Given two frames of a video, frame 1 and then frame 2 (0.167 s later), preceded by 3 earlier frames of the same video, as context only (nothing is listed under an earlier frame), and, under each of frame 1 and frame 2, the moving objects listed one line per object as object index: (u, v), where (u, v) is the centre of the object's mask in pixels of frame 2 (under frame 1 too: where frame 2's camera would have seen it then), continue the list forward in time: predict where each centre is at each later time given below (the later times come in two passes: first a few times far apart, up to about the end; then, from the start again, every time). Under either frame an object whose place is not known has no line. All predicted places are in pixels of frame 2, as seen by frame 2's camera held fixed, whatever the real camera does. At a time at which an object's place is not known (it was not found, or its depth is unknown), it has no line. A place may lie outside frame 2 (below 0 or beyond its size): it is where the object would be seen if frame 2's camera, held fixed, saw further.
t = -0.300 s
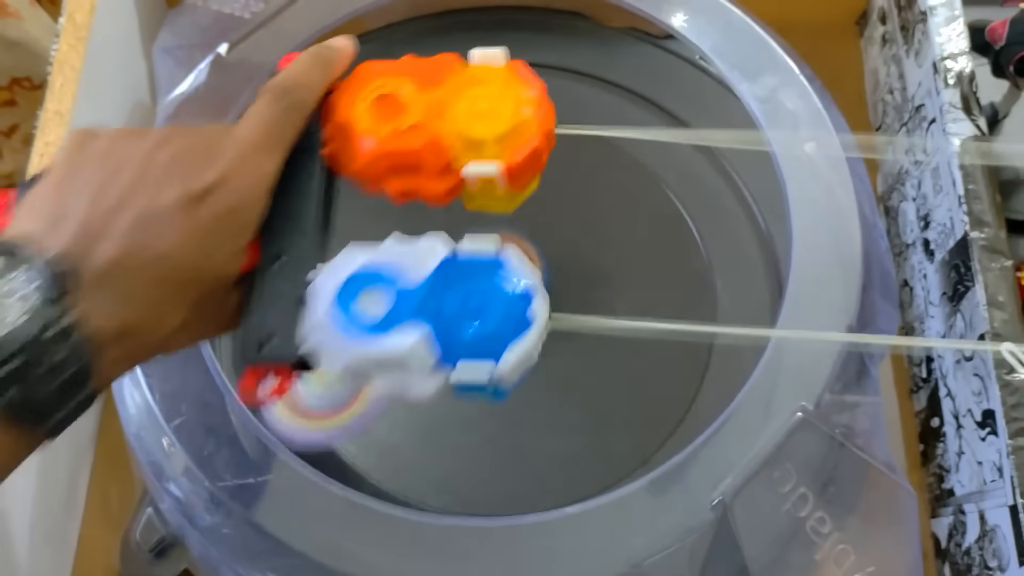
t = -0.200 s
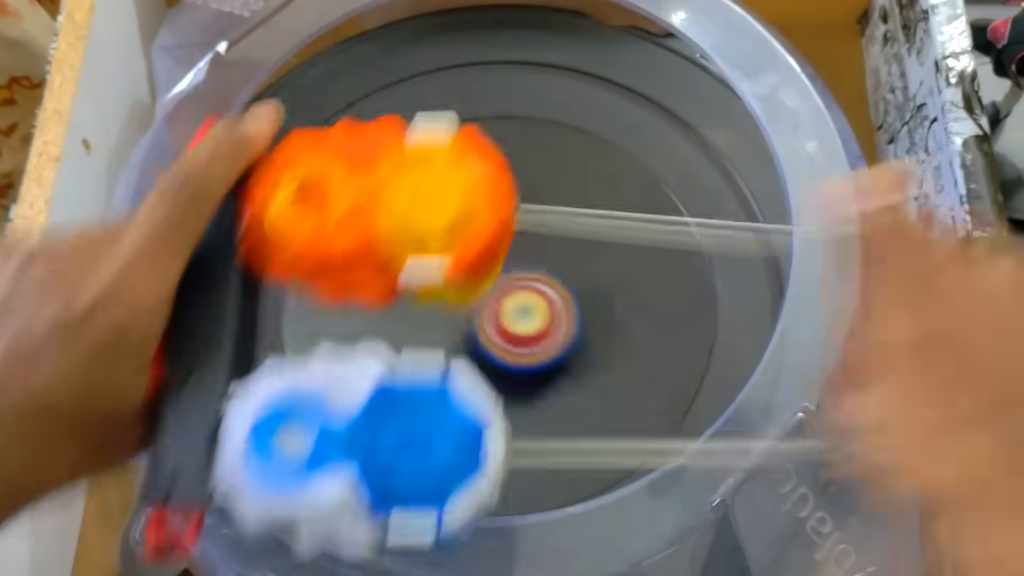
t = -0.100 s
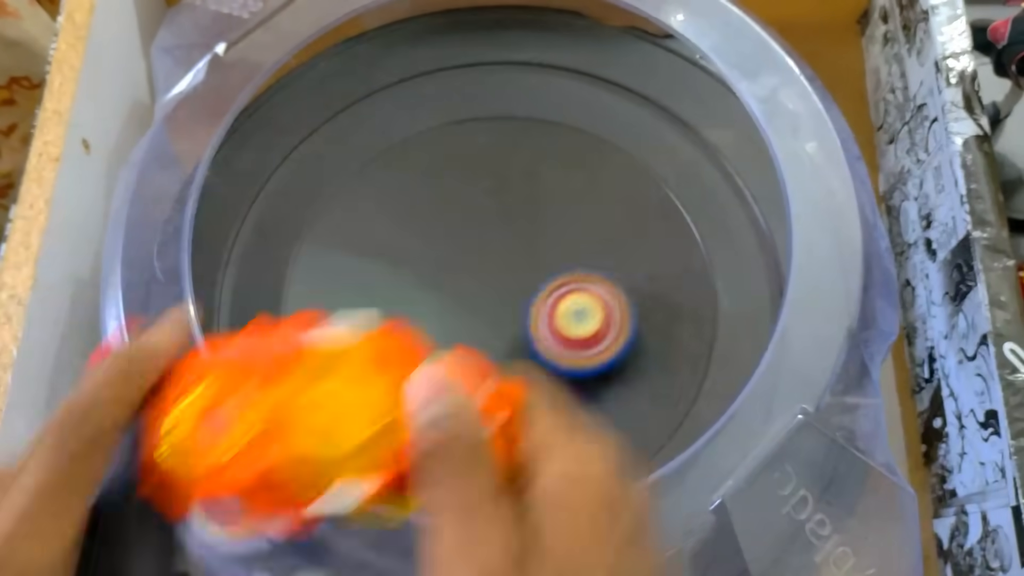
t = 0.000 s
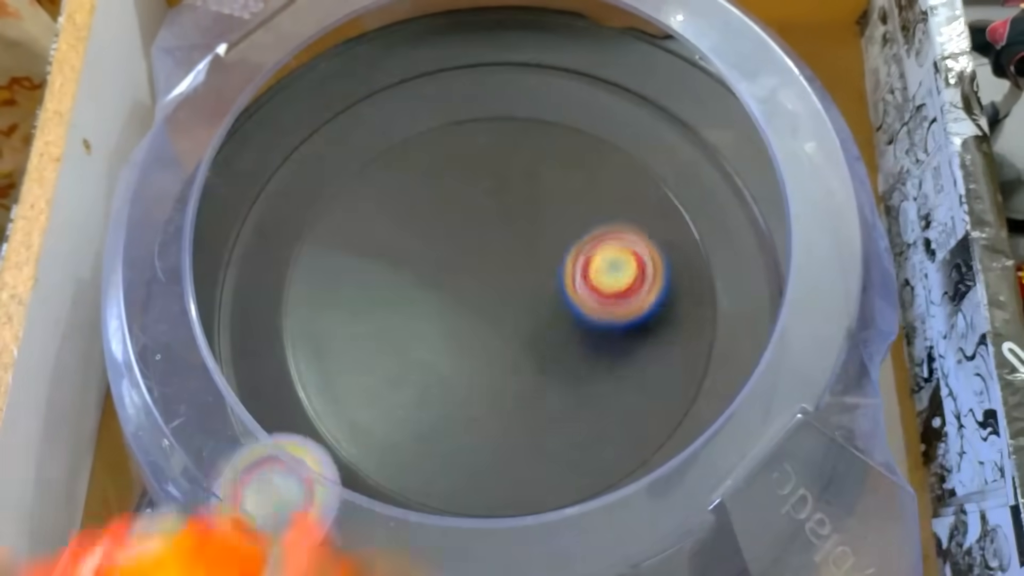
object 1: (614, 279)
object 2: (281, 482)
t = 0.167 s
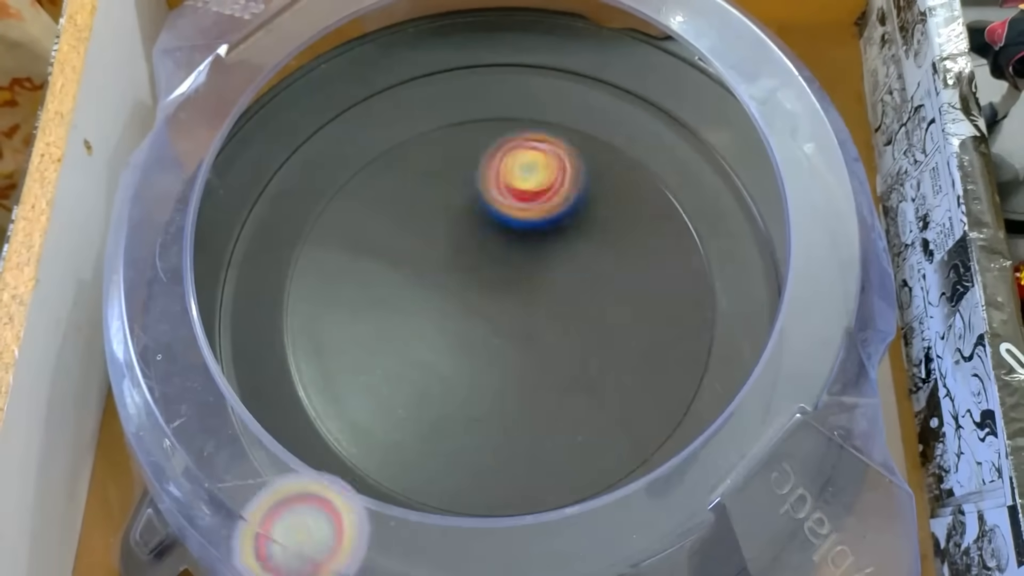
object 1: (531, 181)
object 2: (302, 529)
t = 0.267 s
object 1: (430, 199)
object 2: (323, 538)
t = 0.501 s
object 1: (372, 418)
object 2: (361, 548)
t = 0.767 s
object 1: (674, 429)
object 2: (351, 540)
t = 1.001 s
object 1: (742, 338)
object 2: (301, 526)
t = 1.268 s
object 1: (732, 284)
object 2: (246, 475)
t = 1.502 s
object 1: (586, 209)
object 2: (205, 411)
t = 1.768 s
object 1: (305, 300)
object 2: (189, 345)
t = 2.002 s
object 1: (439, 529)
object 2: (238, 302)
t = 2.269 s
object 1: (569, 539)
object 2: (321, 285)
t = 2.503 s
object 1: (605, 521)
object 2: (523, 328)
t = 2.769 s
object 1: (611, 407)
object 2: (576, 216)
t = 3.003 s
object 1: (570, 241)
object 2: (371, 138)
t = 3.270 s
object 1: (395, 297)
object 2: (235, 147)
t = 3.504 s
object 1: (449, 454)
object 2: (278, 123)
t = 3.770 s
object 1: (613, 272)
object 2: (334, 78)
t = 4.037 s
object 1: (398, 187)
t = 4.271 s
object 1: (335, 408)
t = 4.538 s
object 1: (586, 433)
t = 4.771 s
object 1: (691, 215)
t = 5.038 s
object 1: (620, 87)
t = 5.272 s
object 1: (503, 58)
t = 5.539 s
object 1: (438, 120)
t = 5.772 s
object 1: (355, 286)
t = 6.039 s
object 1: (510, 425)
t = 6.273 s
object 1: (614, 287)
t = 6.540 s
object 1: (457, 191)
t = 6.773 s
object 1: (380, 319)
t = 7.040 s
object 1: (540, 389)
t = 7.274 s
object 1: (595, 259)
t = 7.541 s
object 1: (507, 183)
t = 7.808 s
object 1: (426, 317)
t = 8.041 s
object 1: (530, 388)
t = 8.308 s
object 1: (568, 426)
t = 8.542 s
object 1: (531, 315)
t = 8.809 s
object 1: (387, 287)
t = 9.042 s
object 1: (317, 347)
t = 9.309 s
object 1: (380, 359)
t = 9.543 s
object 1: (244, 327)
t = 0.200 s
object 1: (498, 179)
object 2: (307, 534)
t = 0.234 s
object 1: (463, 185)
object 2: (314, 537)
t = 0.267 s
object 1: (430, 199)
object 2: (323, 538)
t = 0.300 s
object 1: (402, 220)
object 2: (333, 540)
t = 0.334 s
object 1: (377, 248)
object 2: (342, 542)
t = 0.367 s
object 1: (359, 282)
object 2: (350, 544)
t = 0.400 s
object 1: (351, 315)
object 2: (355, 545)
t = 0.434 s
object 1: (348, 350)
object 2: (356, 546)
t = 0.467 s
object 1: (357, 387)
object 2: (356, 548)
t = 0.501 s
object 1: (372, 418)
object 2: (361, 548)
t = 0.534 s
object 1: (394, 446)
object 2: (367, 547)
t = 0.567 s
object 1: (426, 464)
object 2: (370, 546)
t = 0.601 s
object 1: (472, 472)
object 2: (364, 547)
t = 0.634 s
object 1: (520, 476)
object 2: (359, 549)
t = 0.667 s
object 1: (565, 472)
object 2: (358, 547)
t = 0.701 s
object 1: (611, 457)
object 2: (357, 545)
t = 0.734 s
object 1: (645, 442)
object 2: (355, 543)
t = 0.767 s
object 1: (674, 429)
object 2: (351, 540)
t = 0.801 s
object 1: (698, 419)
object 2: (345, 538)
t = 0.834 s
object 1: (712, 404)
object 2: (338, 536)
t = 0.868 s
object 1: (719, 386)
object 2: (330, 535)
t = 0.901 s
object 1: (726, 371)
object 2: (322, 534)
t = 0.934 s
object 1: (732, 360)
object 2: (314, 531)
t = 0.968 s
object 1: (738, 350)
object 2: (308, 528)
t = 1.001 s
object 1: (742, 338)
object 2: (301, 526)
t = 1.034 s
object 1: (745, 323)
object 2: (294, 522)
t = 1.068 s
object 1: (747, 311)
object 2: (286, 518)
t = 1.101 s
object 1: (746, 304)
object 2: (280, 513)
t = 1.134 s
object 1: (745, 300)
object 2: (274, 507)
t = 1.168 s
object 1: (743, 296)
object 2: (267, 500)
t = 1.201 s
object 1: (740, 292)
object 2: (260, 492)
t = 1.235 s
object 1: (737, 288)
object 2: (254, 483)
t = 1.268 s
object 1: (732, 284)
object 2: (246, 475)
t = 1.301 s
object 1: (723, 279)
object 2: (238, 467)
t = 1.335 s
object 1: (712, 273)
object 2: (232, 458)
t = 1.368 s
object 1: (695, 265)
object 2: (227, 448)
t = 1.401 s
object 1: (674, 254)
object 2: (221, 439)
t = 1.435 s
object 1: (648, 240)
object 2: (216, 429)
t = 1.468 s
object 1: (620, 224)
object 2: (211, 419)
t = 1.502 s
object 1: (586, 209)
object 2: (205, 411)
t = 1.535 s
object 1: (544, 197)
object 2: (202, 402)
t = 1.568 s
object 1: (500, 192)
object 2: (203, 390)
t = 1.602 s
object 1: (459, 195)
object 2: (199, 382)
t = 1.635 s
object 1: (417, 205)
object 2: (195, 375)
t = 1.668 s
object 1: (379, 221)
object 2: (193, 367)
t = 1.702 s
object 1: (349, 243)
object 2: (191, 358)
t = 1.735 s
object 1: (324, 270)
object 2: (189, 352)
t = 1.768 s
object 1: (305, 300)
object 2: (189, 345)
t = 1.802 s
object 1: (305, 340)
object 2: (184, 335)
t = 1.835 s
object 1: (318, 377)
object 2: (189, 329)
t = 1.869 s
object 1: (334, 414)
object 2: (198, 321)
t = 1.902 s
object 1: (359, 444)
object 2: (203, 313)
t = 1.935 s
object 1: (388, 466)
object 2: (211, 308)
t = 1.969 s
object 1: (412, 504)
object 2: (224, 305)
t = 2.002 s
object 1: (439, 529)
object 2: (238, 302)
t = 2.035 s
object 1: (459, 542)
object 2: (249, 300)
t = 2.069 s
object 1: (476, 551)
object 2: (255, 297)
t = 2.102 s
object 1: (503, 545)
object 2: (261, 293)
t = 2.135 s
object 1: (525, 540)
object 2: (269, 288)
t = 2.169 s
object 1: (542, 537)
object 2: (276, 282)
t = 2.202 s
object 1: (556, 536)
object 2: (286, 280)
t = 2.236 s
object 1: (564, 537)
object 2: (301, 281)
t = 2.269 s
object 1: (569, 539)
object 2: (321, 285)
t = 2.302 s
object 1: (573, 540)
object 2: (343, 292)
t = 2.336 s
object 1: (581, 540)
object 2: (369, 301)
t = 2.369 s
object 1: (596, 542)
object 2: (398, 313)
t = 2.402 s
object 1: (599, 533)
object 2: (428, 324)
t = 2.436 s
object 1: (602, 530)
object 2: (460, 331)
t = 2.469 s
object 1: (603, 527)
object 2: (493, 332)
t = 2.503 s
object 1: (605, 521)
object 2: (523, 328)
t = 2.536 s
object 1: (606, 515)
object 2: (550, 320)
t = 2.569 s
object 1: (606, 507)
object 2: (572, 309)
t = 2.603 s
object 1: (605, 494)
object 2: (588, 296)
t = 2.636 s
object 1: (604, 482)
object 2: (597, 282)
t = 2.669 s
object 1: (602, 468)
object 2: (600, 264)
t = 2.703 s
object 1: (601, 449)
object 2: (596, 248)
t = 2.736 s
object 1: (606, 434)
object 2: (588, 232)
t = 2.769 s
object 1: (611, 407)
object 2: (576, 216)
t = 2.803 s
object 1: (613, 372)
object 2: (558, 203)
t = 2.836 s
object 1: (613, 338)
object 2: (537, 193)
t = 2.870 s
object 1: (605, 299)
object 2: (515, 189)
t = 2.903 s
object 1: (588, 263)
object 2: (494, 188)
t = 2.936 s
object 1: (576, 240)
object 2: (462, 178)
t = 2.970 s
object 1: (574, 237)
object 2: (415, 153)
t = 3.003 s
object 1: (570, 241)
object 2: (371, 138)
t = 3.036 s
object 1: (560, 243)
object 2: (330, 130)
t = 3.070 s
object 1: (543, 245)
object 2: (300, 124)
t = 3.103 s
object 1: (522, 247)
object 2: (287, 128)
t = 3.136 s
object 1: (497, 249)
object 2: (276, 138)
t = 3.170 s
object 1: (467, 254)
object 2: (268, 145)
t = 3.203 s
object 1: (439, 263)
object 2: (252, 146)
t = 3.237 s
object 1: (415, 278)
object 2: (241, 147)
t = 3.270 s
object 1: (395, 297)
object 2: (235, 147)
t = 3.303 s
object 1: (380, 321)
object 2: (239, 146)
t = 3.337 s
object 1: (372, 349)
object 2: (243, 143)
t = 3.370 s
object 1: (370, 376)
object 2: (249, 140)
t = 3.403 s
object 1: (376, 404)
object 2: (254, 135)
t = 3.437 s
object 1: (394, 428)
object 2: (259, 130)
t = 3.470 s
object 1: (418, 443)
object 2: (265, 124)
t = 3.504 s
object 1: (449, 454)
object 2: (278, 123)
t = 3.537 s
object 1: (485, 456)
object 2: (283, 117)
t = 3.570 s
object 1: (519, 448)
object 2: (283, 107)
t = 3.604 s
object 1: (553, 433)
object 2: (296, 106)
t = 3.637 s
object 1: (581, 409)
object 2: (304, 100)
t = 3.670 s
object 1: (602, 379)
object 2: (310, 94)
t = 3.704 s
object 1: (615, 346)
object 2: (318, 89)
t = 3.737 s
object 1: (618, 308)
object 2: (326, 84)
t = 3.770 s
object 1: (613, 272)
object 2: (334, 78)
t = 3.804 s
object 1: (599, 239)
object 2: (344, 73)
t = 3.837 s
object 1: (579, 210)
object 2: (352, 69)
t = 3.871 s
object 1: (553, 185)
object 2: (362, 64)
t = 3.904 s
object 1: (524, 168)
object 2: (371, 60)
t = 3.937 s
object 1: (492, 155)
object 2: (382, 56)
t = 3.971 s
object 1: (459, 149)
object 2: (391, 52)
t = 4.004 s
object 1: (426, 151)
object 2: (402, 48)
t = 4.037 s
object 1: (398, 187)
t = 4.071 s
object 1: (370, 223)
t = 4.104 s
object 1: (349, 256)
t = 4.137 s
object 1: (331, 288)
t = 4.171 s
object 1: (323, 319)
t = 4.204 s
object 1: (319, 349)
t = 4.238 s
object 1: (325, 379)
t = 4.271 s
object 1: (335, 408)
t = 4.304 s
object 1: (355, 430)
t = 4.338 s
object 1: (382, 449)
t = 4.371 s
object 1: (412, 460)
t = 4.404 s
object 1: (448, 468)
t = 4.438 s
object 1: (485, 468)
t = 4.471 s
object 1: (520, 463)
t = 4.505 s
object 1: (555, 452)
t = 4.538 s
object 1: (586, 433)
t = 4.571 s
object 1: (612, 406)
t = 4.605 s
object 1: (630, 376)
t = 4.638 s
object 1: (641, 345)
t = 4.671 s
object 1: (661, 311)
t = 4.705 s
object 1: (681, 279)
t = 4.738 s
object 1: (690, 247)
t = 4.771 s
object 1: (691, 215)
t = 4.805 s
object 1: (681, 189)
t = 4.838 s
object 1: (674, 164)
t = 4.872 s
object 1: (671, 143)
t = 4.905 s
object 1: (671, 125)
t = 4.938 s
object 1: (671, 106)
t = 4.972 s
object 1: (657, 96)
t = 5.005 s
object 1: (637, 92)
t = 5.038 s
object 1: (620, 87)
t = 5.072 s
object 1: (610, 80)
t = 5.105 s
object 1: (602, 72)
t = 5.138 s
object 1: (589, 65)
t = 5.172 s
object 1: (571, 61)
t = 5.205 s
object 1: (549, 57)
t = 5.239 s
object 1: (524, 57)
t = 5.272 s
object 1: (503, 58)
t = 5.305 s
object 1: (487, 61)
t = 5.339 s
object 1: (478, 65)
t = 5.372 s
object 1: (472, 71)
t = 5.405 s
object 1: (465, 78)
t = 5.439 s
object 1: (460, 85)
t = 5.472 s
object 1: (453, 96)
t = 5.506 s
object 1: (446, 106)
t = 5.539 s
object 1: (438, 120)
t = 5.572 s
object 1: (427, 141)
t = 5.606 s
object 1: (412, 163)
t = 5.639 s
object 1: (399, 188)
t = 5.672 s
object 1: (386, 216)
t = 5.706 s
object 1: (378, 248)
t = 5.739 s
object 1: (365, 266)
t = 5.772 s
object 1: (355, 286)
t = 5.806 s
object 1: (349, 308)
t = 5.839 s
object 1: (352, 330)
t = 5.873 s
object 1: (375, 382)
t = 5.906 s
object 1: (394, 403)
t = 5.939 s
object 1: (421, 416)
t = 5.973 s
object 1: (452, 427)
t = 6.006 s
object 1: (481, 429)
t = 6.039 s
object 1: (510, 425)
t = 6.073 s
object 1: (539, 417)
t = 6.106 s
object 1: (565, 402)
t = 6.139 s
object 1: (585, 384)
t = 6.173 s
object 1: (601, 361)
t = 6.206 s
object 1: (611, 339)
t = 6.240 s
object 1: (616, 314)
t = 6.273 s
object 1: (614, 287)
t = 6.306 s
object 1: (608, 262)
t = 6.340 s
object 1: (597, 239)
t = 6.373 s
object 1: (577, 218)
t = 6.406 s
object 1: (557, 202)
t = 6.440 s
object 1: (535, 191)
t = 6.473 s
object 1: (510, 187)
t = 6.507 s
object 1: (483, 187)
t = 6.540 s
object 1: (457, 191)
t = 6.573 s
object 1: (435, 200)
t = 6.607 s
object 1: (414, 216)
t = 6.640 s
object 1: (397, 233)
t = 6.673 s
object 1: (385, 253)
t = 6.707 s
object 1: (379, 273)
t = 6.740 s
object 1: (376, 295)
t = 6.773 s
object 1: (380, 319)
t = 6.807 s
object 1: (386, 341)
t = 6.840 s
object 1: (400, 360)
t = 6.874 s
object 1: (418, 376)
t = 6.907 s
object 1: (441, 388)
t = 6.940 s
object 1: (466, 395)
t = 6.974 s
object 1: (491, 397)
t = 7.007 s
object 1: (517, 395)
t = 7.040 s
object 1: (540, 389)
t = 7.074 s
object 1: (561, 379)
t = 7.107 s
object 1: (579, 364)
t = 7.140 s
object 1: (591, 345)
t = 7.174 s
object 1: (602, 323)
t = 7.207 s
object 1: (605, 301)
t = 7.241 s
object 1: (603, 281)
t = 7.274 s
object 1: (595, 259)
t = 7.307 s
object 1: (591, 242)
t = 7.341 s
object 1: (594, 226)
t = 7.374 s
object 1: (590, 212)
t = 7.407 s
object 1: (580, 199)
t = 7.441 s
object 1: (567, 189)
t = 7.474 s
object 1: (548, 183)
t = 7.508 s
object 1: (527, 181)
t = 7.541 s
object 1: (507, 183)
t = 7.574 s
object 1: (489, 191)
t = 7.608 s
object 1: (472, 203)
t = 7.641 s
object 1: (456, 219)
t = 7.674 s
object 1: (442, 240)
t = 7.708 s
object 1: (432, 259)
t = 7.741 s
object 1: (426, 278)
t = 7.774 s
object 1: (423, 298)
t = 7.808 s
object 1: (426, 317)
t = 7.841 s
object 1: (431, 336)
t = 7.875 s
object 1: (441, 354)
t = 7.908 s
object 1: (455, 368)
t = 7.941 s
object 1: (470, 379)
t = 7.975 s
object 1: (488, 386)
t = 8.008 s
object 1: (510, 390)
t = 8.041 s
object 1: (530, 388)
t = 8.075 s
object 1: (549, 382)
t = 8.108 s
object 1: (552, 402)
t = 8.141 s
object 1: (550, 421)
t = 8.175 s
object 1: (548, 432)
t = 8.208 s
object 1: (550, 437)
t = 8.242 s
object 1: (554, 436)
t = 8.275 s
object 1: (561, 433)
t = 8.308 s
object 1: (568, 426)
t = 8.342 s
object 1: (574, 415)
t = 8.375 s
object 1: (576, 401)
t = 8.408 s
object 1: (574, 384)
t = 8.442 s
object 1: (567, 367)
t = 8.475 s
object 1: (558, 349)
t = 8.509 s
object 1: (546, 331)
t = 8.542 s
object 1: (531, 315)
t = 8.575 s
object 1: (515, 302)
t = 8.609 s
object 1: (497, 291)
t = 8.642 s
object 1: (480, 283)
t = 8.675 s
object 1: (464, 278)
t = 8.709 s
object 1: (448, 275)
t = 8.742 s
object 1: (435, 273)
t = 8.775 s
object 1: (417, 276)
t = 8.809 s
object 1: (387, 287)
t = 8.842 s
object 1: (365, 294)
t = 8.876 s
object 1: (348, 303)
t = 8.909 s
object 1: (335, 311)
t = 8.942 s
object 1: (326, 319)
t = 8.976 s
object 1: (319, 329)
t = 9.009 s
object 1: (316, 338)
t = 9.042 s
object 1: (317, 347)
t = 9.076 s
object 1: (321, 353)
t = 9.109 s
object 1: (333, 360)
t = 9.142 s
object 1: (347, 366)
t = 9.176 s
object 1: (362, 369)
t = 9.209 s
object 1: (385, 370)
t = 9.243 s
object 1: (408, 366)
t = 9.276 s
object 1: (424, 361)
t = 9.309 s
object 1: (380, 359)
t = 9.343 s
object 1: (337, 358)
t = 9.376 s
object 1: (308, 355)
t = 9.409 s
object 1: (284, 350)
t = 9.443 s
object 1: (273, 349)
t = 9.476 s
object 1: (262, 344)
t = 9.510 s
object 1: (253, 336)
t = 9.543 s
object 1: (244, 327)
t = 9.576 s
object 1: (229, 323)
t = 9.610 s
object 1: (242, 316)
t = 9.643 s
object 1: (245, 312)
